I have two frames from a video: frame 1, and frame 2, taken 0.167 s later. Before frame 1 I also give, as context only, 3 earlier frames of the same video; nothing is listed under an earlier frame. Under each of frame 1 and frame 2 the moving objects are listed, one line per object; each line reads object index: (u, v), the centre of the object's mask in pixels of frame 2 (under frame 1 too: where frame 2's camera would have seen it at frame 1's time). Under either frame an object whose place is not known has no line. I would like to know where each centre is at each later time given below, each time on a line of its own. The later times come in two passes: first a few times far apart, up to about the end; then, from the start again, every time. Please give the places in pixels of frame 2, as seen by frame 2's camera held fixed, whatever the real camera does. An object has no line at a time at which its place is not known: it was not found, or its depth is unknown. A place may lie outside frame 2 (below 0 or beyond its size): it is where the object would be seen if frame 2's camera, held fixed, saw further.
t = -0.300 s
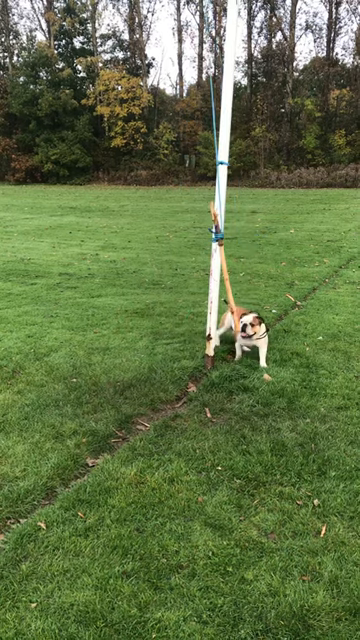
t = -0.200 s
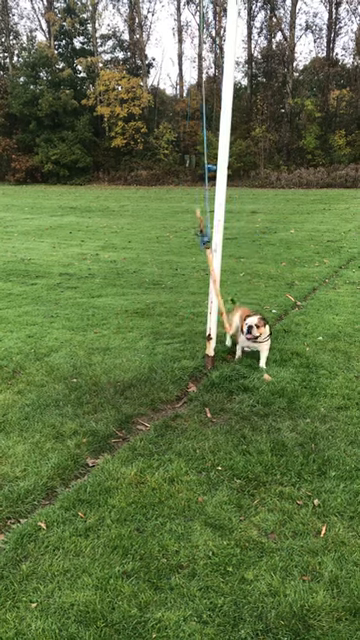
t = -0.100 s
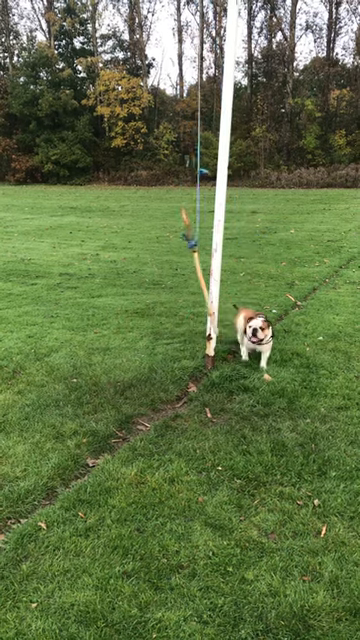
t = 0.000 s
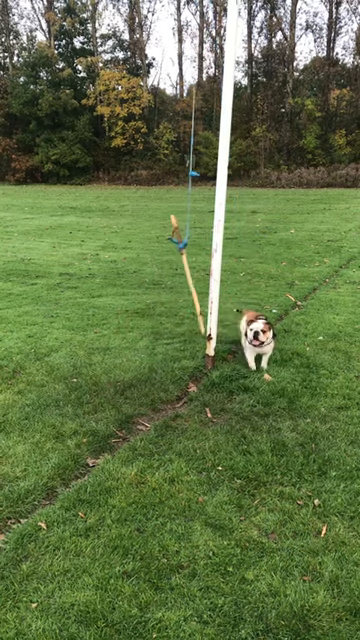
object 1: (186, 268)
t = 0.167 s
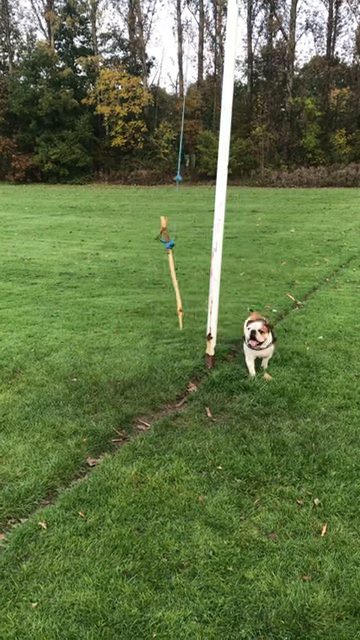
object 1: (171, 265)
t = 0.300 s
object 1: (164, 264)
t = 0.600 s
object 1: (162, 248)
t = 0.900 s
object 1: (176, 232)
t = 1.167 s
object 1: (196, 231)
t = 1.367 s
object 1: (207, 239)
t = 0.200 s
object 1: (169, 265)
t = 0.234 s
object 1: (167, 265)
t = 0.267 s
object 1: (165, 263)
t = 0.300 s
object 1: (164, 264)
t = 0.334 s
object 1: (163, 263)
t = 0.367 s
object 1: (163, 261)
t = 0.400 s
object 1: (162, 259)
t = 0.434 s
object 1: (161, 257)
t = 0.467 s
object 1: (161, 255)
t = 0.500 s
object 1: (161, 254)
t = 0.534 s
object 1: (161, 253)
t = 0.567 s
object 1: (162, 250)
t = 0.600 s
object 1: (162, 248)
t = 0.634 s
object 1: (162, 246)
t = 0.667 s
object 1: (164, 244)
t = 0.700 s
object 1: (165, 241)
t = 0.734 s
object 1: (167, 239)
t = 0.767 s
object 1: (169, 236)
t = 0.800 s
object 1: (171, 234)
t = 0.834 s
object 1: (173, 233)
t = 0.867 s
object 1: (175, 232)
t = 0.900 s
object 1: (176, 232)
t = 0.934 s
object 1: (178, 230)
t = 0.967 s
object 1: (181, 229)
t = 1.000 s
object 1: (184, 228)
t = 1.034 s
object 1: (185, 230)
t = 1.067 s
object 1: (189, 227)
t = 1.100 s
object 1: (191, 230)
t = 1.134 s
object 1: (193, 229)
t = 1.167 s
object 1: (196, 231)
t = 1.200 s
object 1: (197, 232)
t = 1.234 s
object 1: (199, 233)
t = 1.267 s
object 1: (202, 234)
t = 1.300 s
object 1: (204, 237)
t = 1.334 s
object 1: (206, 238)
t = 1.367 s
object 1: (207, 239)
